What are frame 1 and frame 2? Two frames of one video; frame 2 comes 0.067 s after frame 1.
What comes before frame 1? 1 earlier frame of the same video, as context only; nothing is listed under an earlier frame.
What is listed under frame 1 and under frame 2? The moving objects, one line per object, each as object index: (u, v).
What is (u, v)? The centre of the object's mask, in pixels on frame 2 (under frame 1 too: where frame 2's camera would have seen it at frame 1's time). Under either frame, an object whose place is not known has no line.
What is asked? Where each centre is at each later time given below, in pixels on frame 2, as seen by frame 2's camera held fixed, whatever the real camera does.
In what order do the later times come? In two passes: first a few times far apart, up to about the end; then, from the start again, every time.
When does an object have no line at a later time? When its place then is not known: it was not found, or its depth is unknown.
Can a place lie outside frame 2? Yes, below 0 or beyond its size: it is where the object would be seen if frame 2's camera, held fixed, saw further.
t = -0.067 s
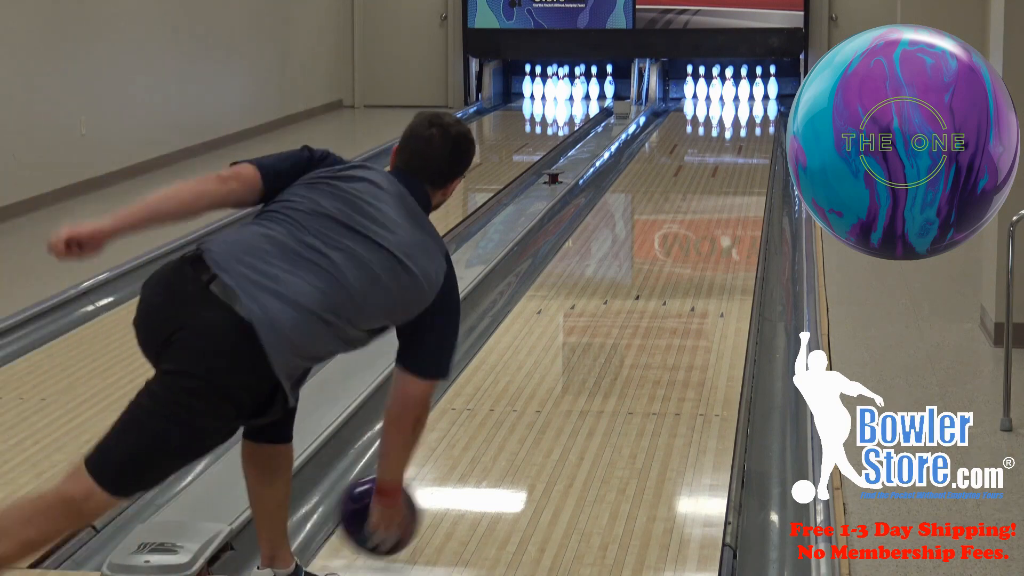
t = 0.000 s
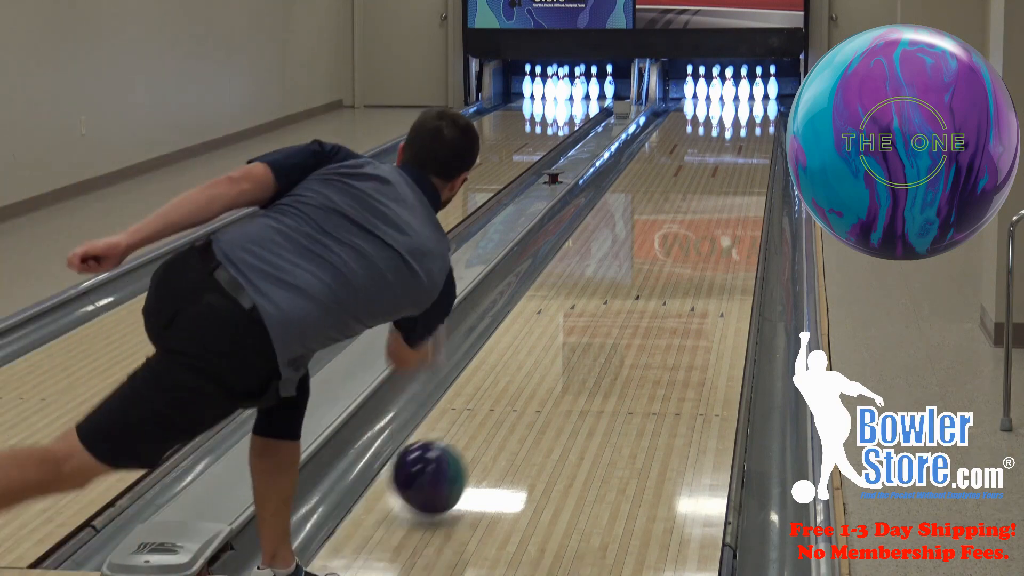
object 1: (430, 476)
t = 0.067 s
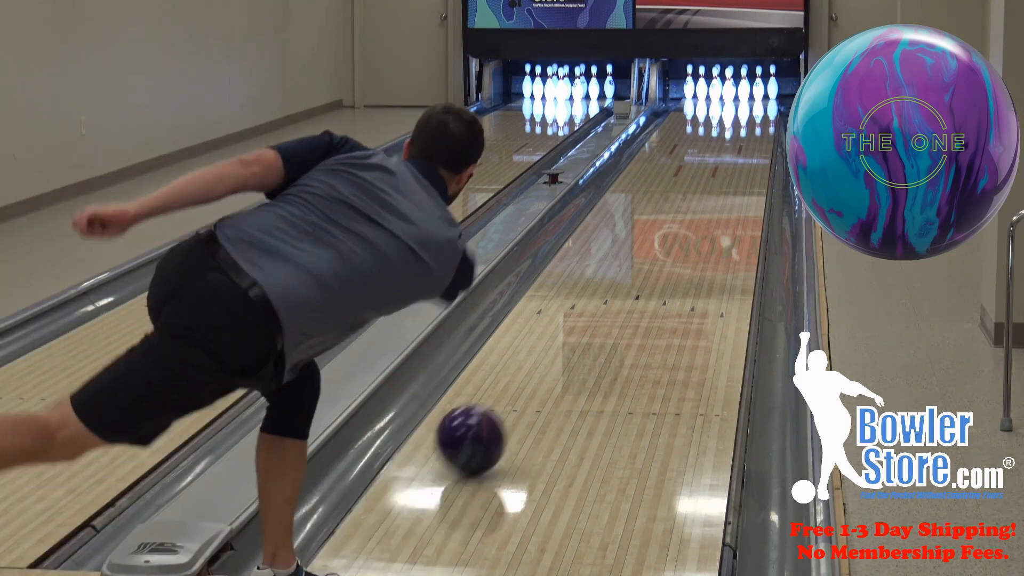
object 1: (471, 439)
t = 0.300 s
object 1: (576, 337)
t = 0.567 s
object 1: (649, 261)
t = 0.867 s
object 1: (702, 206)
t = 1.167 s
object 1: (736, 167)
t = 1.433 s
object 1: (755, 143)
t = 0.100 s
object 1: (490, 422)
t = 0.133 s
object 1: (507, 405)
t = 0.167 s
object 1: (523, 390)
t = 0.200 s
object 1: (537, 375)
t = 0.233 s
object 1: (551, 361)
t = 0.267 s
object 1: (564, 349)
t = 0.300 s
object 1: (576, 337)
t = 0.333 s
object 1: (587, 325)
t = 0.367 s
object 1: (597, 315)
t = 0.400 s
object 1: (607, 304)
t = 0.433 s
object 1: (617, 294)
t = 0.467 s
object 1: (626, 286)
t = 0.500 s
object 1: (634, 277)
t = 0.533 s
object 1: (642, 269)
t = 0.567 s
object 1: (649, 261)
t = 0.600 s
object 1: (656, 254)
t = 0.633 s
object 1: (663, 247)
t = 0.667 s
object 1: (670, 240)
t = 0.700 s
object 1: (676, 234)
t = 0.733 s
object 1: (681, 228)
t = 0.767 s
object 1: (687, 222)
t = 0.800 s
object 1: (692, 216)
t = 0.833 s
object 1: (697, 211)
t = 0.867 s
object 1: (702, 206)
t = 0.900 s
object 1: (706, 201)
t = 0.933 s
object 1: (711, 196)
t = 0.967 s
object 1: (715, 191)
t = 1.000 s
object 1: (718, 187)
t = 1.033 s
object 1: (722, 183)
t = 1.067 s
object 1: (726, 179)
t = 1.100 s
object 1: (729, 175)
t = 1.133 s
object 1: (732, 171)
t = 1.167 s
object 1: (736, 167)
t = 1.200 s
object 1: (738, 164)
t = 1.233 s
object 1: (741, 161)
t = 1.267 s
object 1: (744, 157)
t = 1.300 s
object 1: (747, 154)
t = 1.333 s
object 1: (749, 151)
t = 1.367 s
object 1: (751, 148)
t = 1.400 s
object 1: (753, 145)
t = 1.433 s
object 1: (755, 143)
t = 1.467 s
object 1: (756, 140)
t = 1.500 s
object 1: (758, 137)
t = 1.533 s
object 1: (759, 134)
